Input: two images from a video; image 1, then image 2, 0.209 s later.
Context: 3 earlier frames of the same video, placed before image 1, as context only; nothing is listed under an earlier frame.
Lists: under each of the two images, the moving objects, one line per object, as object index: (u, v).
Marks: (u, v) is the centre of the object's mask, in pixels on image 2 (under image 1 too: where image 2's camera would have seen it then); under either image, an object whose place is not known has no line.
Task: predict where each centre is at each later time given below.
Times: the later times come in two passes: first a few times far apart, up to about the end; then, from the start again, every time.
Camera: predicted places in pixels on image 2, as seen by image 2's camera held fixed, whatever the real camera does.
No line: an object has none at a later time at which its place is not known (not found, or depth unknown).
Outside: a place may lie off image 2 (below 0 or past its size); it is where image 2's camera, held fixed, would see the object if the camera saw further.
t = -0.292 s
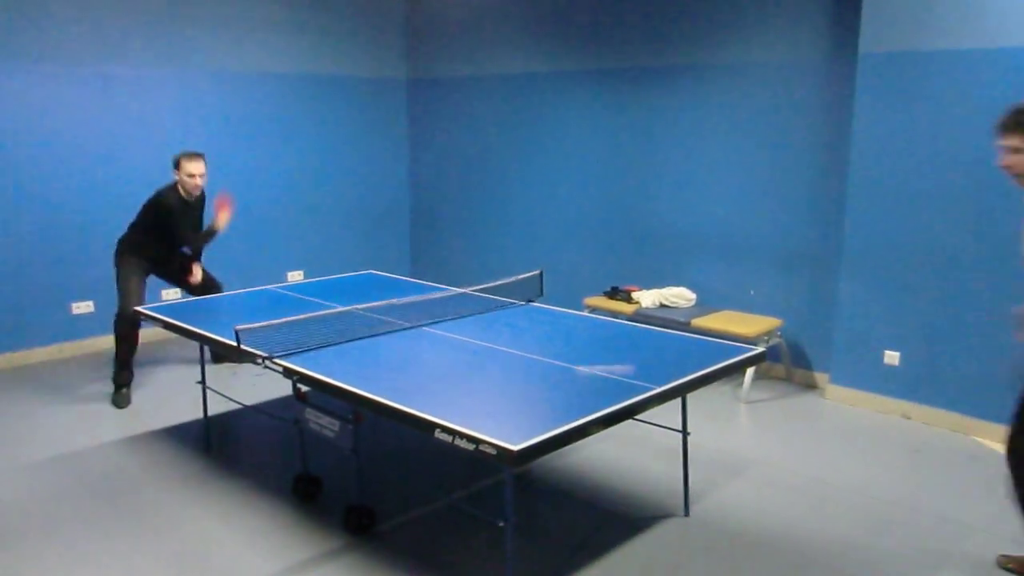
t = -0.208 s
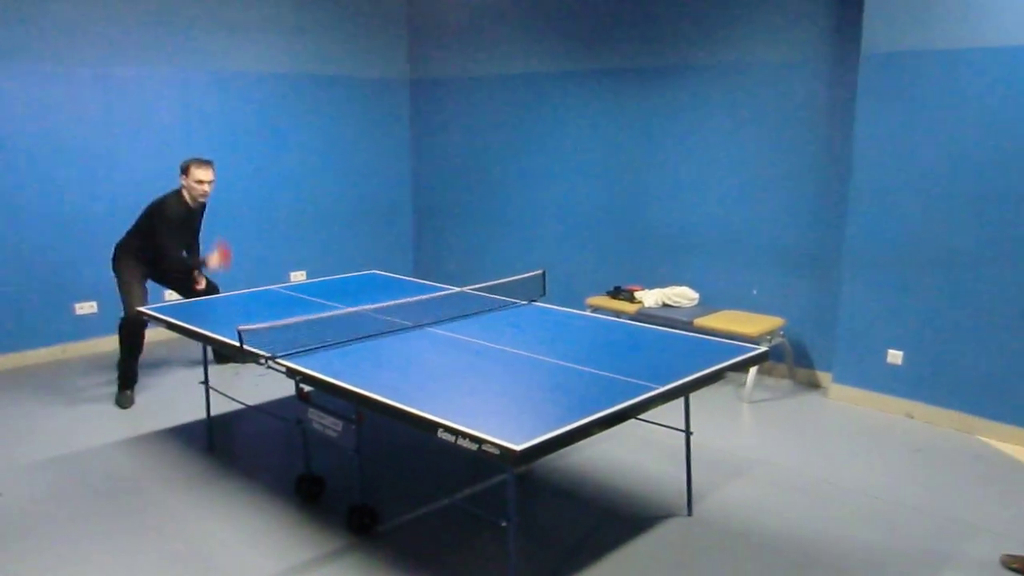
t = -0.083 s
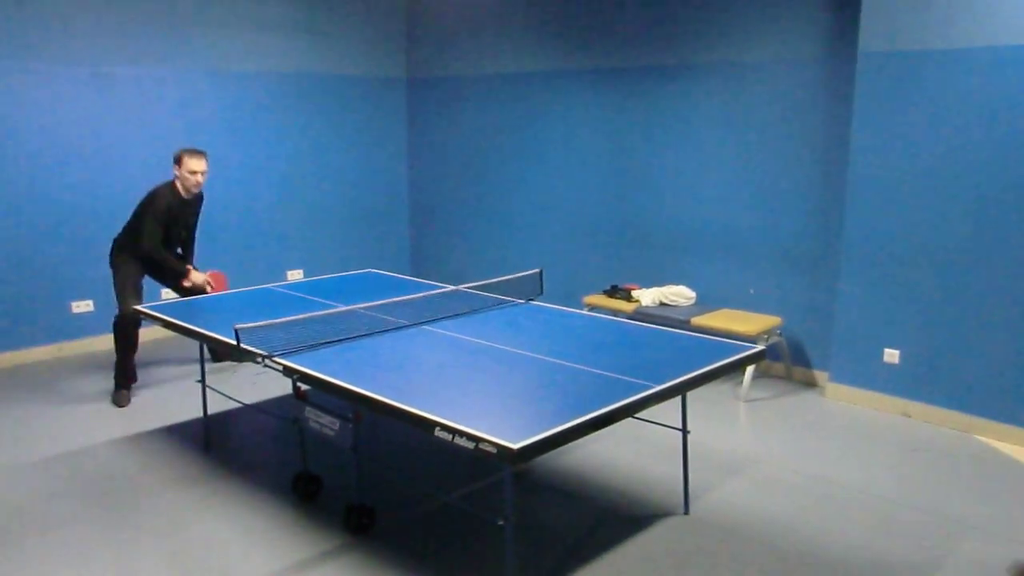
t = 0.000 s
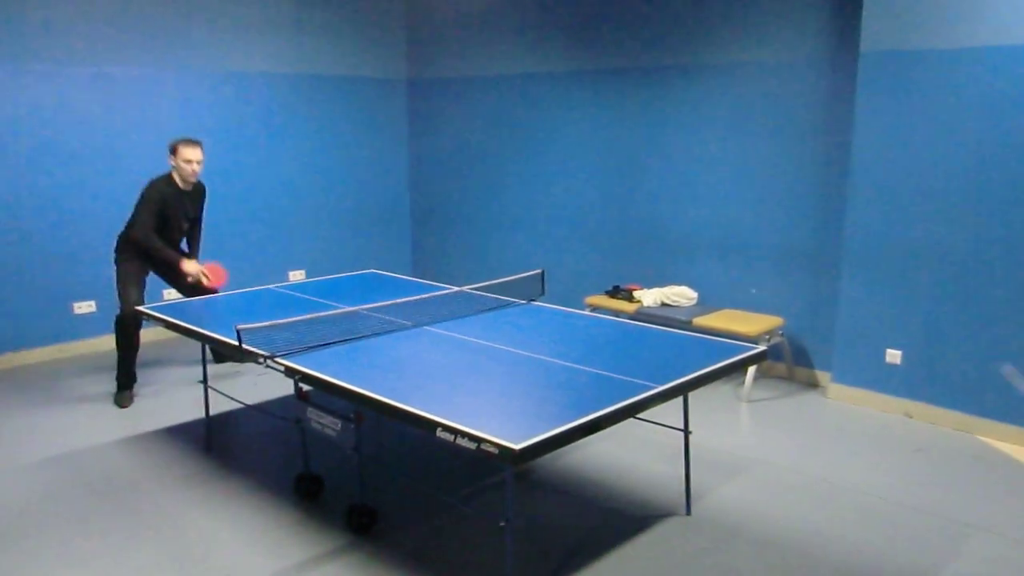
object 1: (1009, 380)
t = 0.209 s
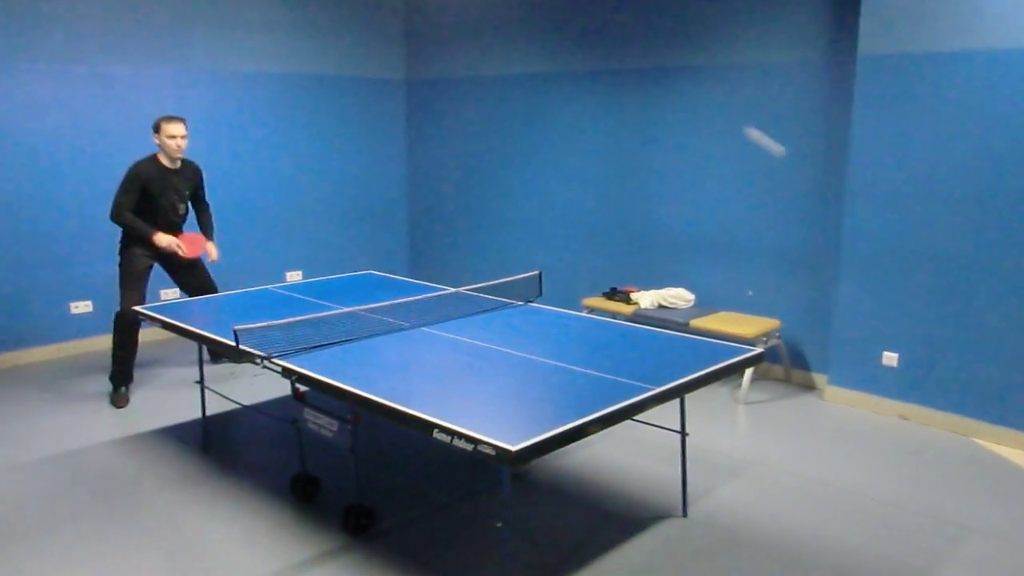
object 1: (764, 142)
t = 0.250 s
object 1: (723, 116)
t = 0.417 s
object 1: (587, 73)
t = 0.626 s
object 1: (462, 119)
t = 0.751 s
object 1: (406, 182)
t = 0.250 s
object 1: (723, 116)
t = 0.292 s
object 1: (685, 97)
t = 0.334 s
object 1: (650, 82)
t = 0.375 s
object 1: (617, 75)
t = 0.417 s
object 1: (587, 73)
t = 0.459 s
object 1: (558, 74)
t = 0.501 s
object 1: (531, 80)
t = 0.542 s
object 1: (507, 90)
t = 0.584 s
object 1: (484, 103)
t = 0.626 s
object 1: (462, 119)
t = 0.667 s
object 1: (442, 137)
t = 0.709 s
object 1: (423, 159)
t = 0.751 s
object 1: (406, 182)
